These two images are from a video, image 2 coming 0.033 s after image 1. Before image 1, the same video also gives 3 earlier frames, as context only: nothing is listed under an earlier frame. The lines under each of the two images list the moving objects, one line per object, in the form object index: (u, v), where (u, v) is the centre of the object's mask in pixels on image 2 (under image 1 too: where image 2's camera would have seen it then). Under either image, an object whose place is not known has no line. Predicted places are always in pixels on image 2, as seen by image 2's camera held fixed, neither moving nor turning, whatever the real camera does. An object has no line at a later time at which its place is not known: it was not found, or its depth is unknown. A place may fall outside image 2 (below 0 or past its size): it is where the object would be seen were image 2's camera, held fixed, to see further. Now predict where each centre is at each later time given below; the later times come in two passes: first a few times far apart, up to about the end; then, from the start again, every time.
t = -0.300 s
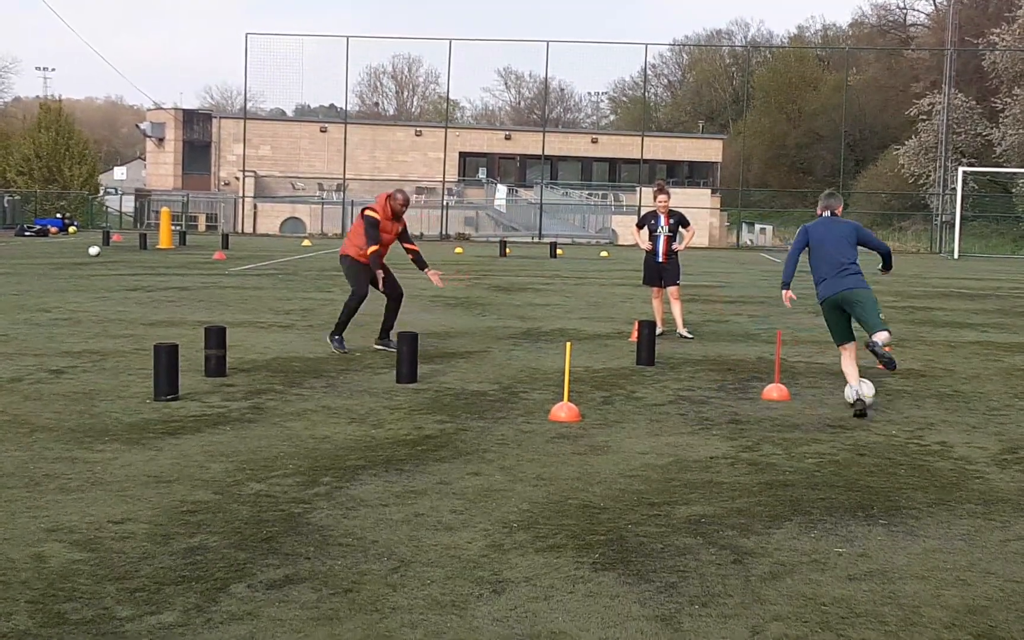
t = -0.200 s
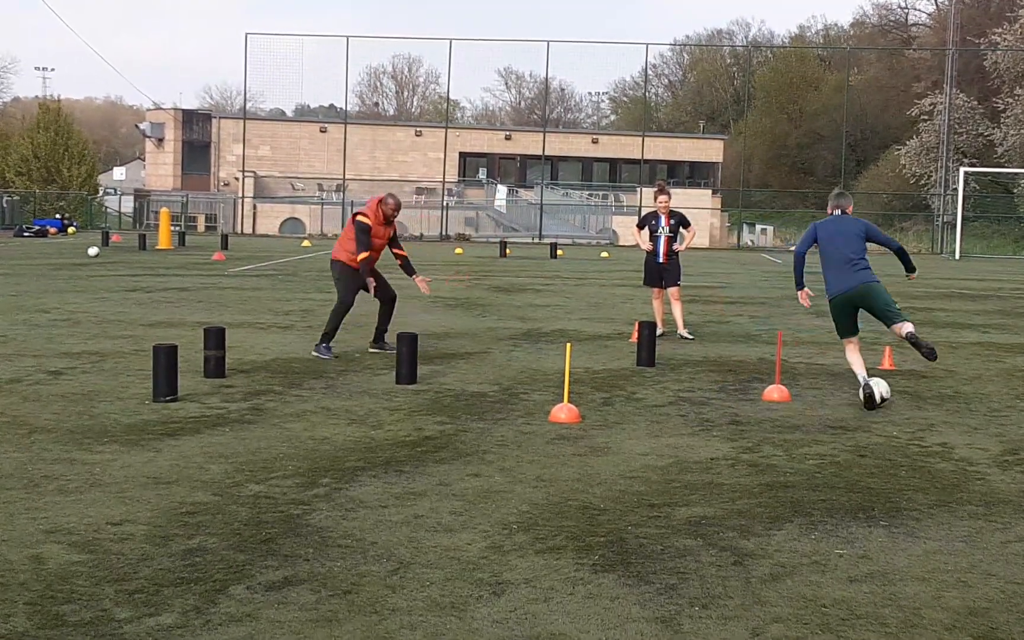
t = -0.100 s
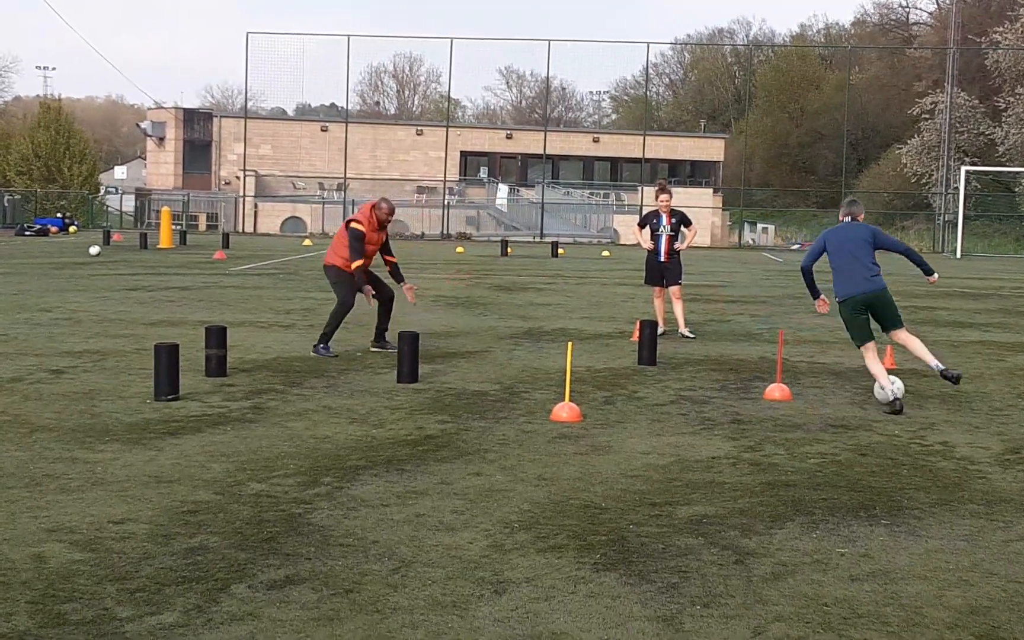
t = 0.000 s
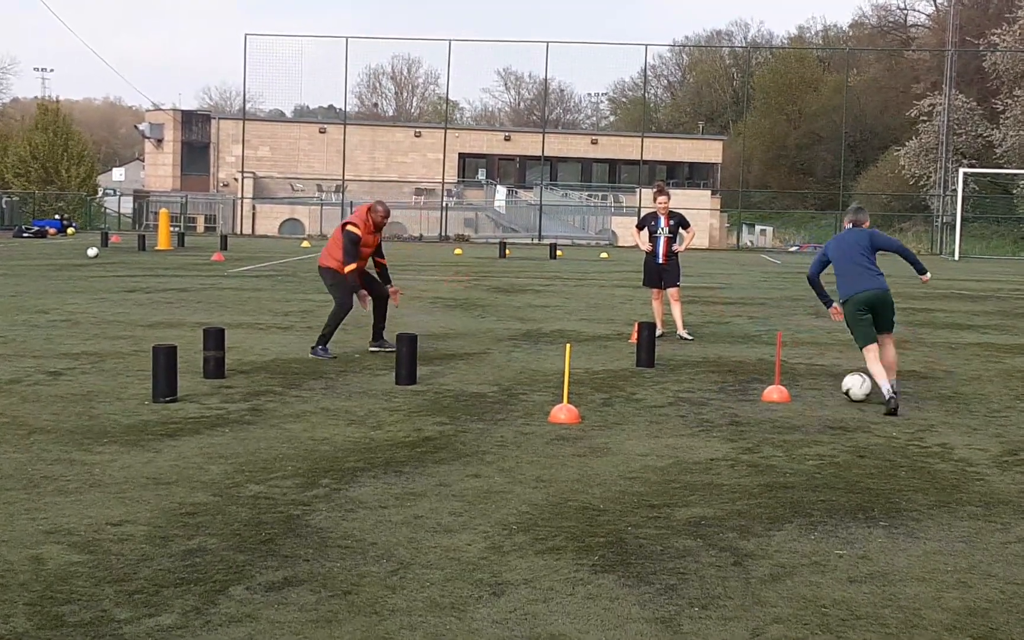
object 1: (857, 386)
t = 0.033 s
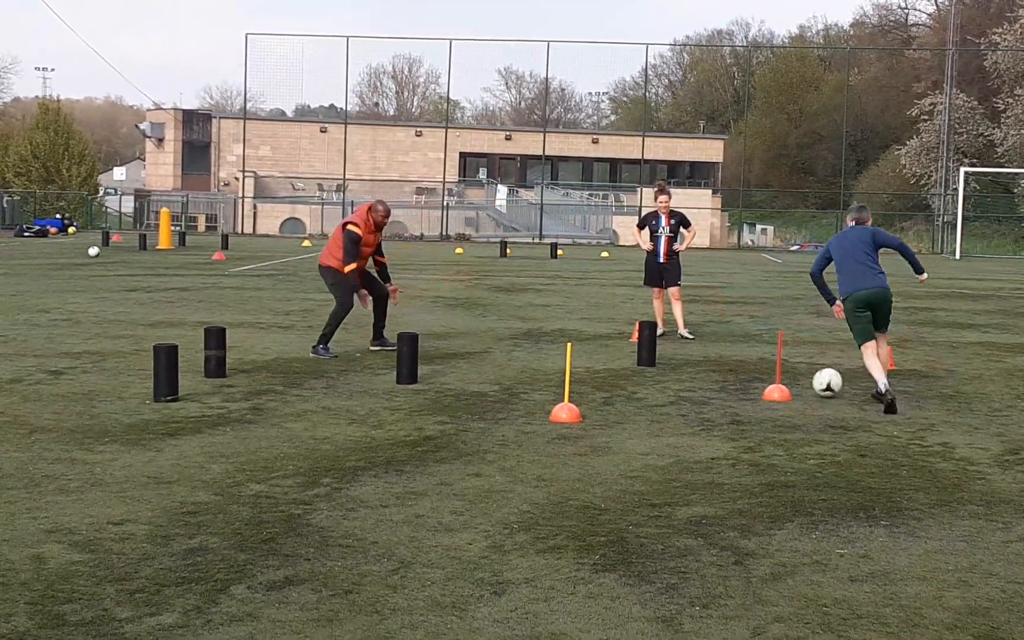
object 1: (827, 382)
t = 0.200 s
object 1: (696, 371)
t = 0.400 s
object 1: (579, 360)
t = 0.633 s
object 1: (469, 347)
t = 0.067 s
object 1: (798, 380)
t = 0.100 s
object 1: (767, 375)
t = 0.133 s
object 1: (745, 374)
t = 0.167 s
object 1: (720, 371)
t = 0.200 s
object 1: (696, 371)
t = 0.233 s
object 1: (674, 368)
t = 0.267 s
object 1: (652, 367)
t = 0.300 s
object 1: (631, 364)
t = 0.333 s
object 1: (612, 363)
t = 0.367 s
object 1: (593, 362)
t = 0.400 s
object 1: (579, 360)
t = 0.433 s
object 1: (556, 358)
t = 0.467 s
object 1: (542, 357)
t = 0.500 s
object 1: (526, 355)
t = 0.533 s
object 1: (511, 354)
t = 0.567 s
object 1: (497, 352)
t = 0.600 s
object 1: (482, 349)
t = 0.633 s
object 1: (469, 347)
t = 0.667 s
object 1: (455, 347)
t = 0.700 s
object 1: (441, 345)
